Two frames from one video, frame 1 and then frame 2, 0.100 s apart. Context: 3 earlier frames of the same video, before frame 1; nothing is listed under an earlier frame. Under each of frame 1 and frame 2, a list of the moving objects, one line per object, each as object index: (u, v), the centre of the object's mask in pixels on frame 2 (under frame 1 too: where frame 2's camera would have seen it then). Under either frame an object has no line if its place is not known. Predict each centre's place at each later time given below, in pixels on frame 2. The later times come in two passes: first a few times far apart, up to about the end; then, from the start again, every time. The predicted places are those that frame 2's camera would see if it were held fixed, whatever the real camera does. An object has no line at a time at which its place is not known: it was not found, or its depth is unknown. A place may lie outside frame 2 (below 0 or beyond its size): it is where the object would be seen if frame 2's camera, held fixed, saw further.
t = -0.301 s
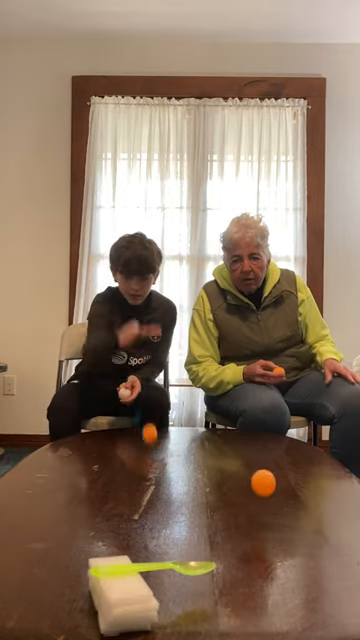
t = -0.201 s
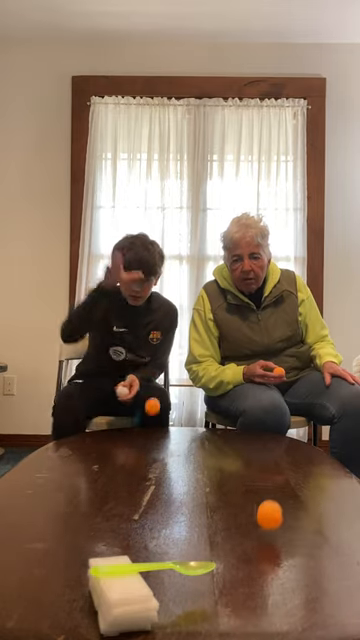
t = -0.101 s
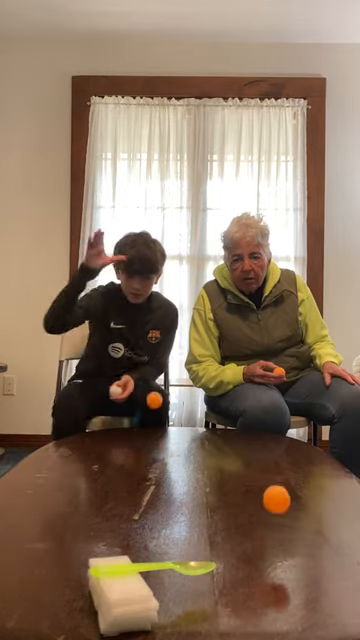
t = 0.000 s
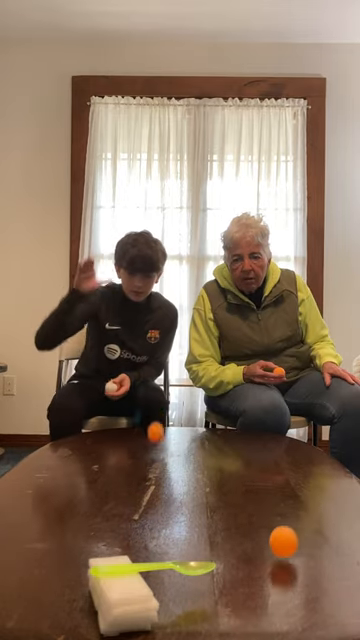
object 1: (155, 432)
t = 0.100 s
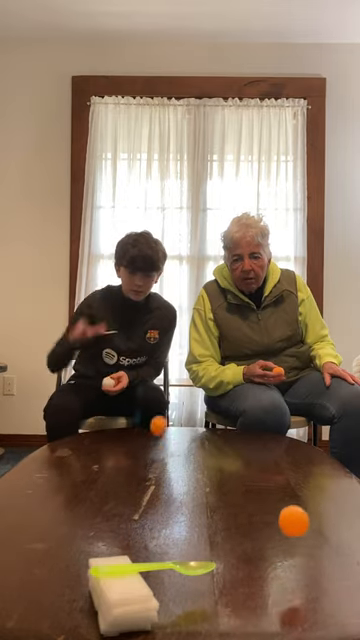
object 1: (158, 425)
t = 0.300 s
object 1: (165, 443)
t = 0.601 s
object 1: (175, 479)
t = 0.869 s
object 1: (181, 498)
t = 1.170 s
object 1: (191, 499)
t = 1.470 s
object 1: (199, 510)
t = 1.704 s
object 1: (201, 554)
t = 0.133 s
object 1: (159, 417)
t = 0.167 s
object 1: (161, 413)
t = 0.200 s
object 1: (162, 414)
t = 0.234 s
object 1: (163, 419)
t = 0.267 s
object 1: (163, 428)
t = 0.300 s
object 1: (165, 443)
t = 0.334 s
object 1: (167, 462)
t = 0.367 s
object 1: (168, 453)
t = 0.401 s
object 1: (168, 439)
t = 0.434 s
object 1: (170, 431)
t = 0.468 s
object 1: (171, 428)
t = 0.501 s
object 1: (173, 435)
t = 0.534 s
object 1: (173, 448)
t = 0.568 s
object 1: (174, 464)
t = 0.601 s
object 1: (175, 479)
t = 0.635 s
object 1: (176, 462)
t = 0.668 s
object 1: (177, 451)
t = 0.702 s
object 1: (178, 445)
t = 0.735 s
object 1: (179, 445)
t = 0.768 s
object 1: (180, 449)
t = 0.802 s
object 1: (180, 460)
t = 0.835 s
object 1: (181, 477)
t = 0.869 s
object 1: (181, 498)
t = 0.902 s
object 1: (182, 483)
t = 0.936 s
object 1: (184, 470)
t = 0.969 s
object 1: (185, 464)
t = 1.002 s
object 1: (185, 464)
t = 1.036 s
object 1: (187, 469)
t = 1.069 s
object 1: (188, 482)
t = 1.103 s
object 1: (189, 501)
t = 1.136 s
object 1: (190, 516)
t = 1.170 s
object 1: (191, 499)
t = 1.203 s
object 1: (192, 488)
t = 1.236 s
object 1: (193, 484)
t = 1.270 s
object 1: (193, 486)
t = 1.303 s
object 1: (195, 496)
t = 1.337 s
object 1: (196, 513)
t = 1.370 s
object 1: (196, 538)
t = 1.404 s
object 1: (197, 529)
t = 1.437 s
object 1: (198, 515)
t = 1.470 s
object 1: (199, 510)
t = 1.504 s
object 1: (199, 510)
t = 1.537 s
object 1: (200, 518)
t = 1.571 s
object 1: (201, 536)
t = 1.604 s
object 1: (201, 550)
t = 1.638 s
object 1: (201, 552)
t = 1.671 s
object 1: (201, 551)
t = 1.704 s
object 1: (201, 554)
